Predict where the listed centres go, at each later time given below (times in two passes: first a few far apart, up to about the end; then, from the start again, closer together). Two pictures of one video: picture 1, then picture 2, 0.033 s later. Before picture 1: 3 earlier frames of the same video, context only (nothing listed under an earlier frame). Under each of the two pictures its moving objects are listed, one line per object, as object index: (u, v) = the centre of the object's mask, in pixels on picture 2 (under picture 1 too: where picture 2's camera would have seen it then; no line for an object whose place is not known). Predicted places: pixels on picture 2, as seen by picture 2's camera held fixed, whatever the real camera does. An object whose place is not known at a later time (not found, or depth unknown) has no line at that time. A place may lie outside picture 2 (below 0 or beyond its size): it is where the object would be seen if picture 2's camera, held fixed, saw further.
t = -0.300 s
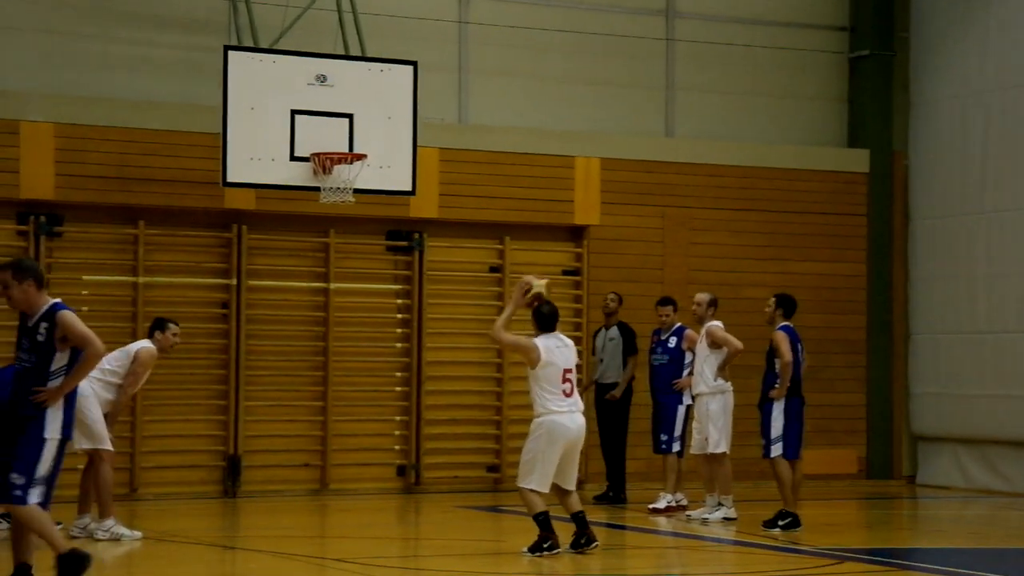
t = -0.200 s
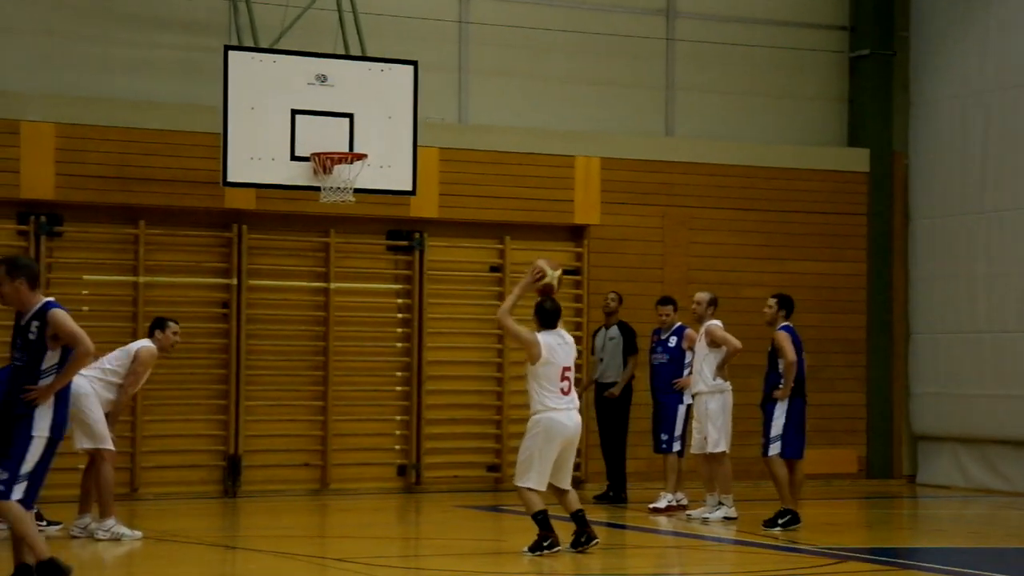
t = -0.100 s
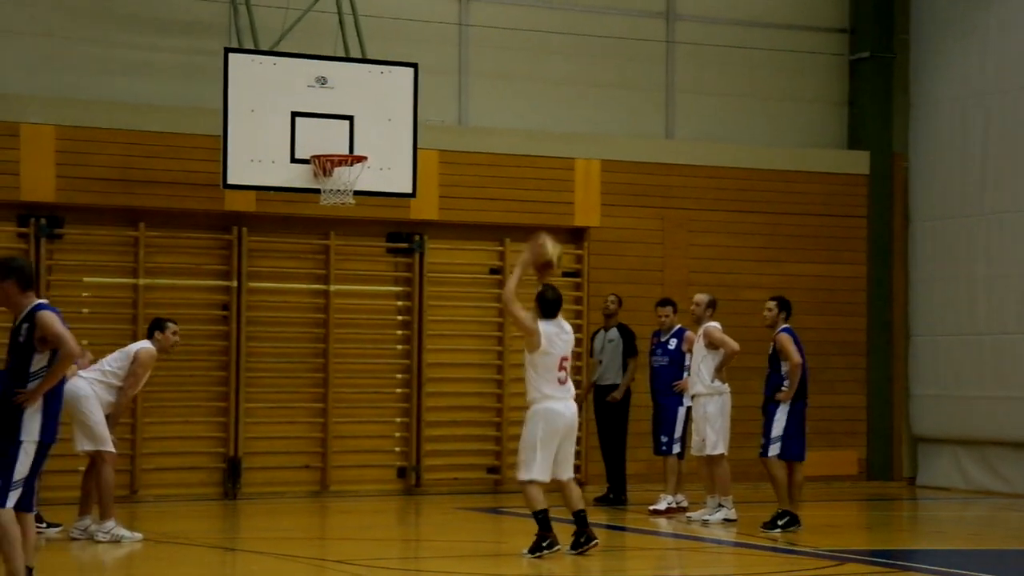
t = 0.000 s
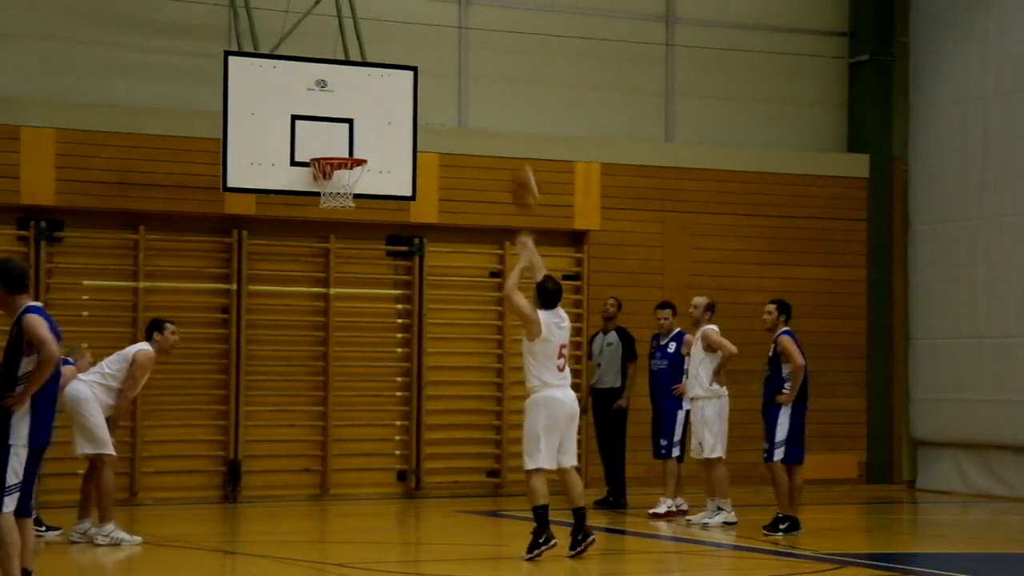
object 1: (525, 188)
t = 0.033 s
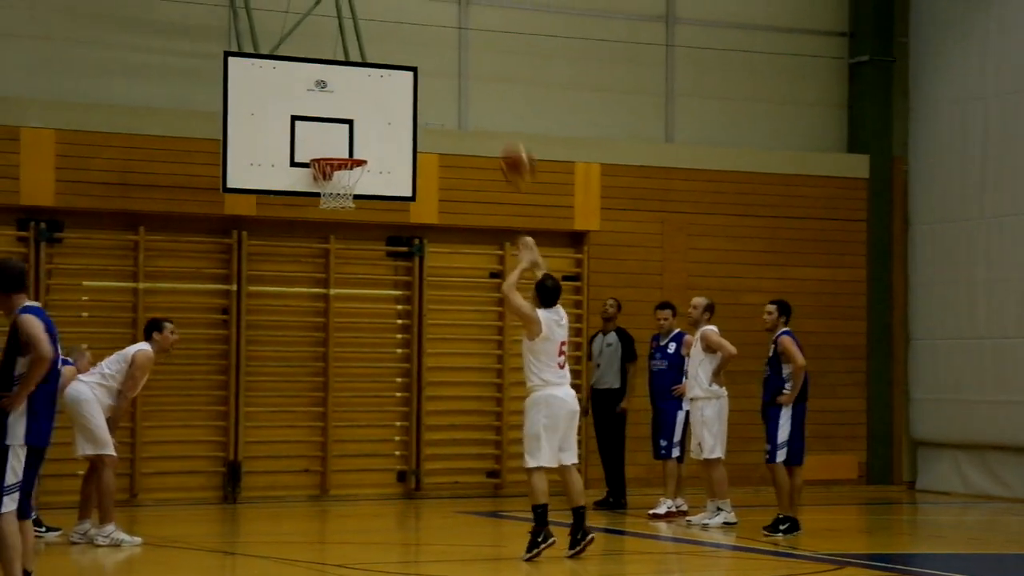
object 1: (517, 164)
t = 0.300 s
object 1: (455, 42)
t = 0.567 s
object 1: (402, 26)
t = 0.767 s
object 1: (366, 68)
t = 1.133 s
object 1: (360, 179)
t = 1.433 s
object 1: (337, 202)
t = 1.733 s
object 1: (302, 303)
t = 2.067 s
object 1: (264, 494)
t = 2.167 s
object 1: (255, 435)
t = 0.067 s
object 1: (509, 140)
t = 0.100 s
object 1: (501, 121)
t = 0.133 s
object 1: (493, 104)
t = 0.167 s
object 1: (484, 87)
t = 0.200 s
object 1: (477, 73)
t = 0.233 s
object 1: (470, 61)
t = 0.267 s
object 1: (462, 51)
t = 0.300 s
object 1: (455, 42)
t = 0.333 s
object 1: (448, 35)
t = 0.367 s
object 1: (441, 29)
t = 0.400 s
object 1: (434, 25)
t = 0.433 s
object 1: (427, 23)
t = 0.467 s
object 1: (421, 21)
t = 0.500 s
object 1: (415, 21)
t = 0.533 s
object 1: (408, 23)
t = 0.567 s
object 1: (402, 26)
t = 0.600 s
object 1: (396, 30)
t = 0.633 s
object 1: (390, 36)
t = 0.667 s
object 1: (383, 43)
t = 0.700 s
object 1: (377, 50)
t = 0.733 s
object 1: (373, 58)
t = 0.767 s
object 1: (366, 68)
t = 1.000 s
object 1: (332, 171)
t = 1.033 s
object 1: (344, 180)
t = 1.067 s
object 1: (352, 187)
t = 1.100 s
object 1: (358, 184)
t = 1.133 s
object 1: (360, 179)
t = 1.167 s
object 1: (359, 176)
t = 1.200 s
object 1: (358, 177)
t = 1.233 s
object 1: (355, 178)
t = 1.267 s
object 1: (353, 182)
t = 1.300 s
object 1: (351, 187)
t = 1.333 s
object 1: (347, 191)
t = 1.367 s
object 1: (344, 195)
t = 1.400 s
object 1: (340, 200)
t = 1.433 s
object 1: (337, 202)
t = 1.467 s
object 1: (332, 217)
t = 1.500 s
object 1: (329, 220)
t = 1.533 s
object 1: (327, 227)
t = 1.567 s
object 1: (323, 235)
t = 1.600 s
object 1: (320, 245)
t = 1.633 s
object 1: (314, 258)
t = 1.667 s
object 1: (309, 271)
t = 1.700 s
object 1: (306, 286)
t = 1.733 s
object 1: (302, 303)
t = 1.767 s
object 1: (297, 319)
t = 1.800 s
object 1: (293, 335)
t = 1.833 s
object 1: (289, 354)
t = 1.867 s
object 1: (286, 374)
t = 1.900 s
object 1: (281, 394)
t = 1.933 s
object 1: (278, 414)
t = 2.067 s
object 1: (264, 494)
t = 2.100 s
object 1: (260, 471)
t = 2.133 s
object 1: (258, 451)
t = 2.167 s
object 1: (255, 435)
